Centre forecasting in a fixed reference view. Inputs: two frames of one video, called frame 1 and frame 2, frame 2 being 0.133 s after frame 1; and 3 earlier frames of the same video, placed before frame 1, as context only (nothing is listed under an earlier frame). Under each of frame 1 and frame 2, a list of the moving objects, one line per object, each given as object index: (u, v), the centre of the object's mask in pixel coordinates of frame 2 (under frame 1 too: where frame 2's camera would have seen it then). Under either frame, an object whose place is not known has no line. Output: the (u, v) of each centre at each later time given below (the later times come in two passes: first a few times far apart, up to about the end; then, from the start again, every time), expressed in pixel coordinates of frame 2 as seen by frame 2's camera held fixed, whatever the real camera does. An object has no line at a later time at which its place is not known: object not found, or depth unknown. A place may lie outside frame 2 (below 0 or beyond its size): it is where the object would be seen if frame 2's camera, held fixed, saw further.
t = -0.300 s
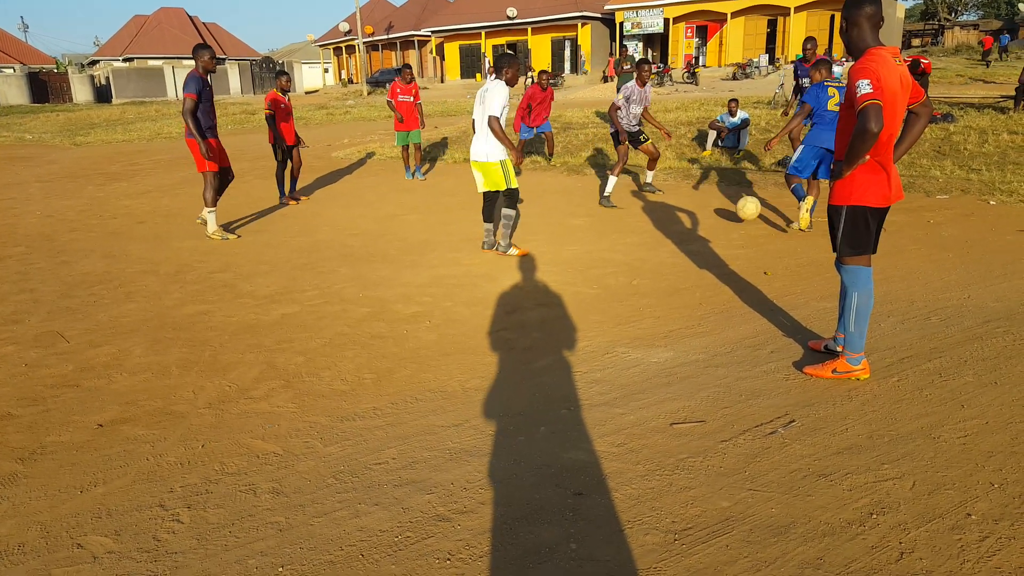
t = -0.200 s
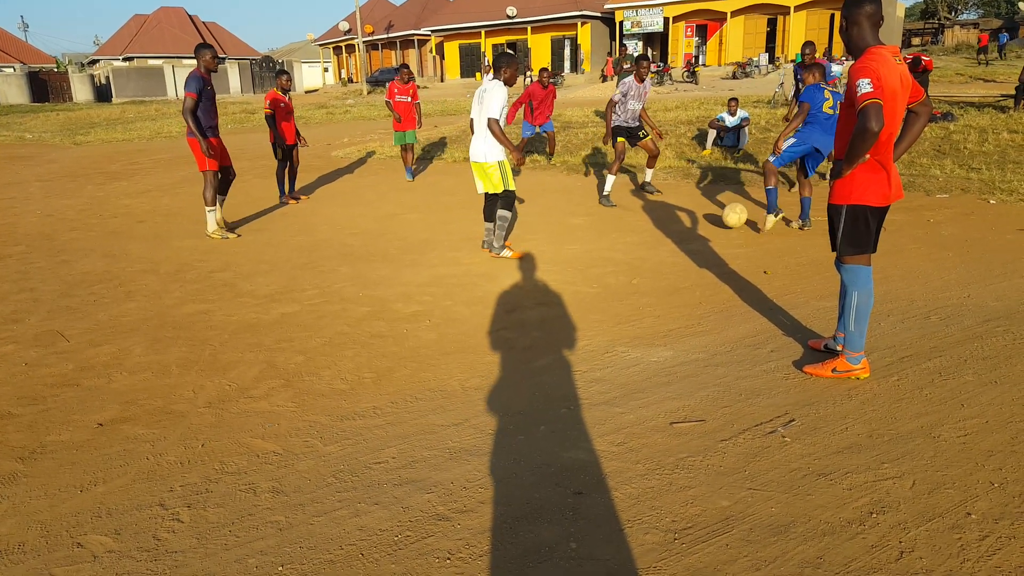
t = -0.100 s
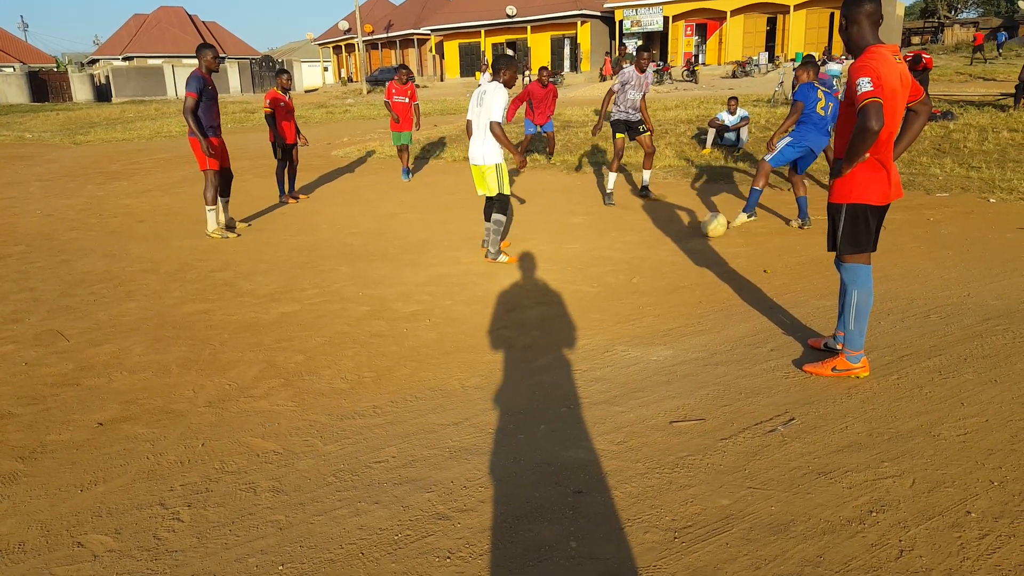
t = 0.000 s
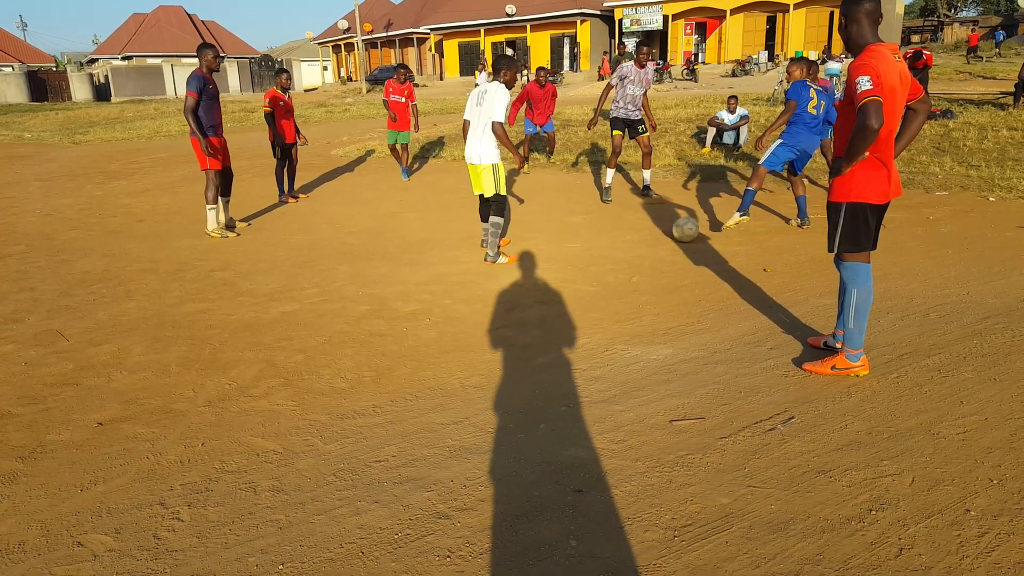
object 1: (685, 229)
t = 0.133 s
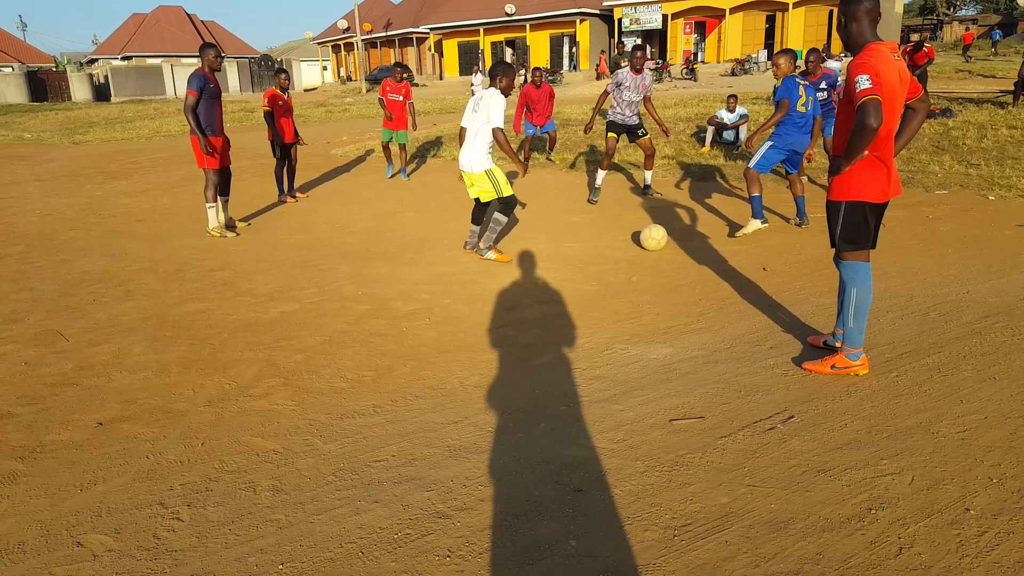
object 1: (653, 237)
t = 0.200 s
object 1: (639, 242)
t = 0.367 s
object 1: (598, 254)
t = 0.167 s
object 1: (646, 240)
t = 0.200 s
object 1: (639, 242)
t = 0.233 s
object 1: (631, 244)
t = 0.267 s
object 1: (623, 247)
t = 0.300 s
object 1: (615, 249)
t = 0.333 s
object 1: (606, 252)
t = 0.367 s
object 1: (598, 254)
